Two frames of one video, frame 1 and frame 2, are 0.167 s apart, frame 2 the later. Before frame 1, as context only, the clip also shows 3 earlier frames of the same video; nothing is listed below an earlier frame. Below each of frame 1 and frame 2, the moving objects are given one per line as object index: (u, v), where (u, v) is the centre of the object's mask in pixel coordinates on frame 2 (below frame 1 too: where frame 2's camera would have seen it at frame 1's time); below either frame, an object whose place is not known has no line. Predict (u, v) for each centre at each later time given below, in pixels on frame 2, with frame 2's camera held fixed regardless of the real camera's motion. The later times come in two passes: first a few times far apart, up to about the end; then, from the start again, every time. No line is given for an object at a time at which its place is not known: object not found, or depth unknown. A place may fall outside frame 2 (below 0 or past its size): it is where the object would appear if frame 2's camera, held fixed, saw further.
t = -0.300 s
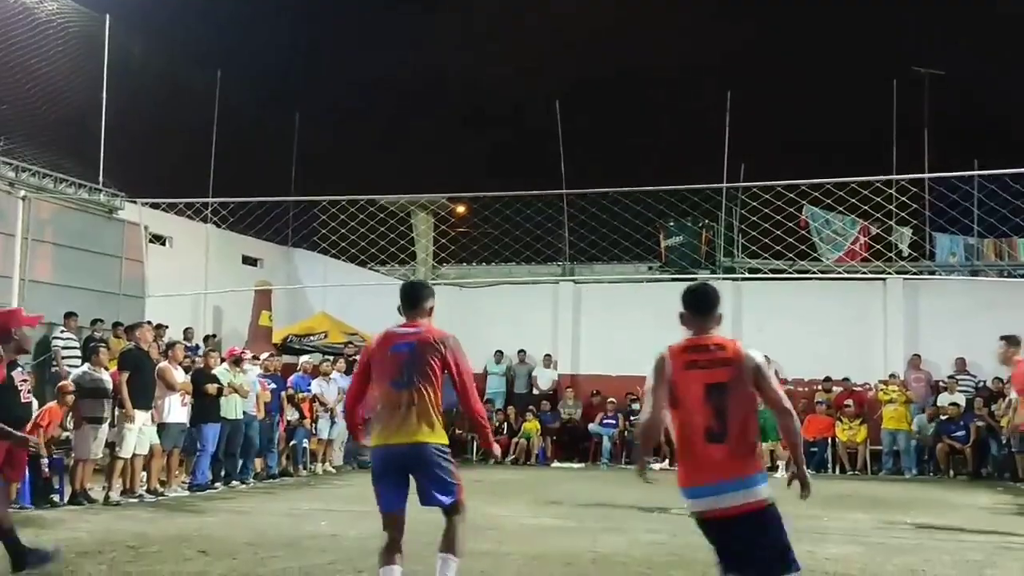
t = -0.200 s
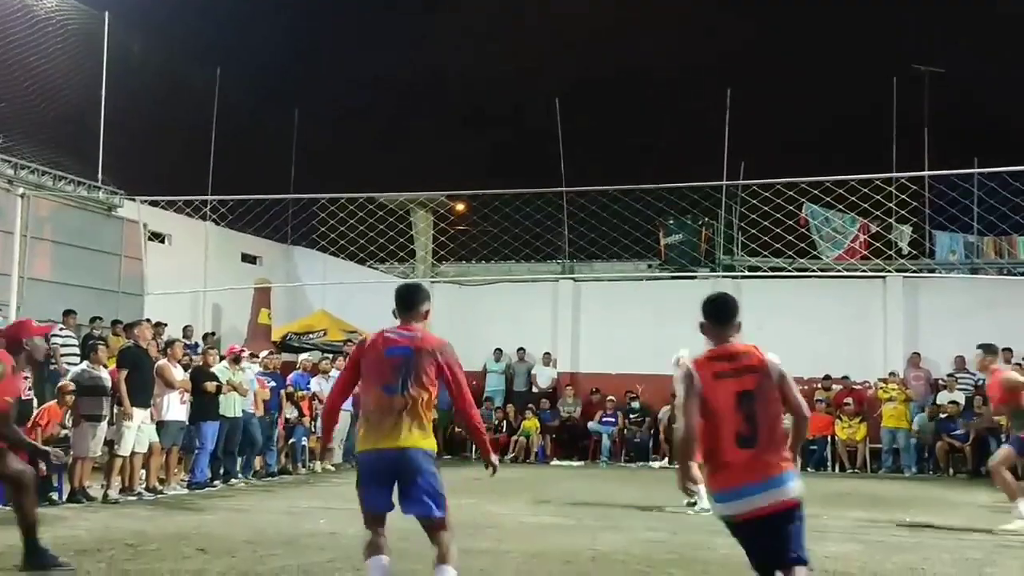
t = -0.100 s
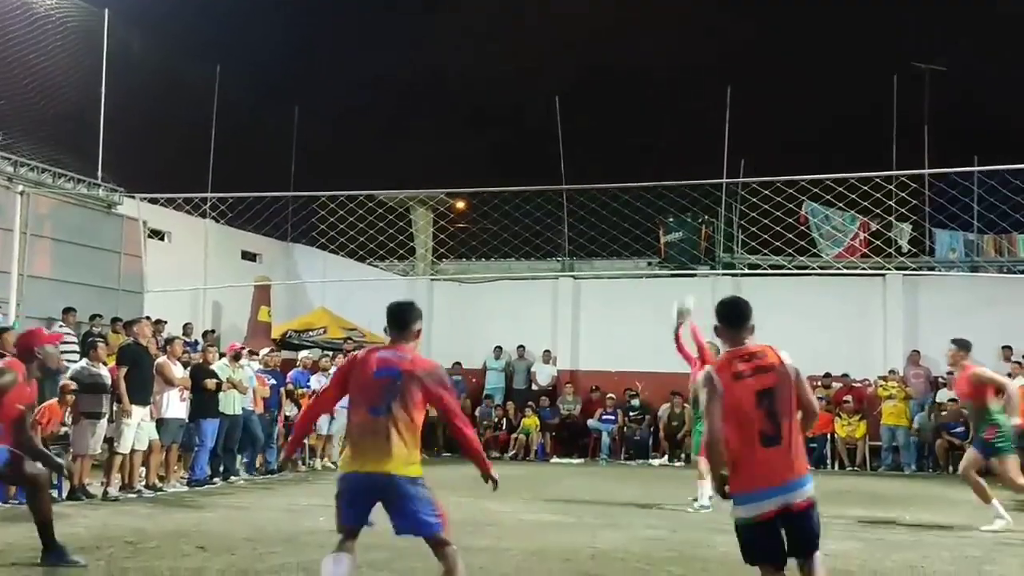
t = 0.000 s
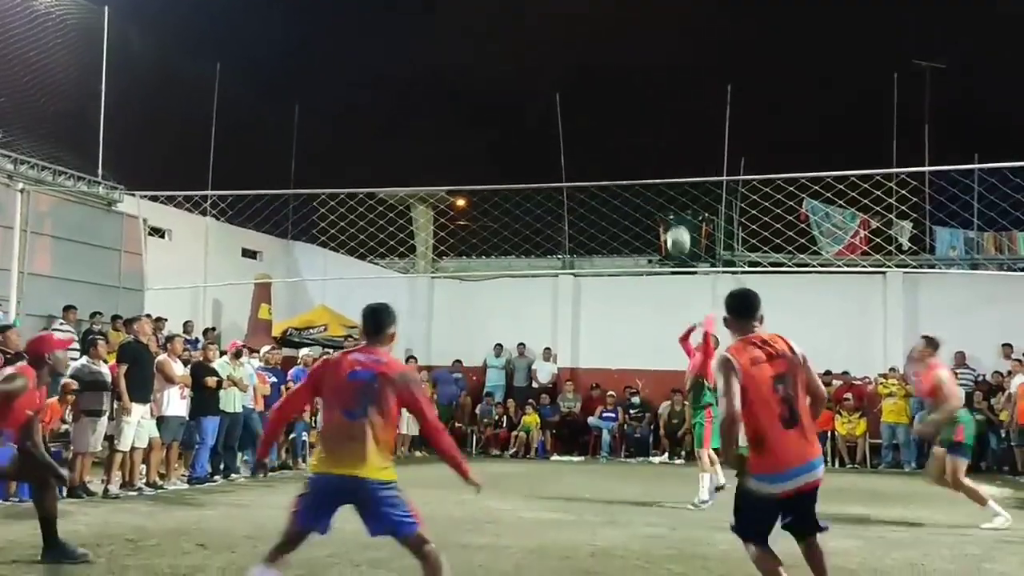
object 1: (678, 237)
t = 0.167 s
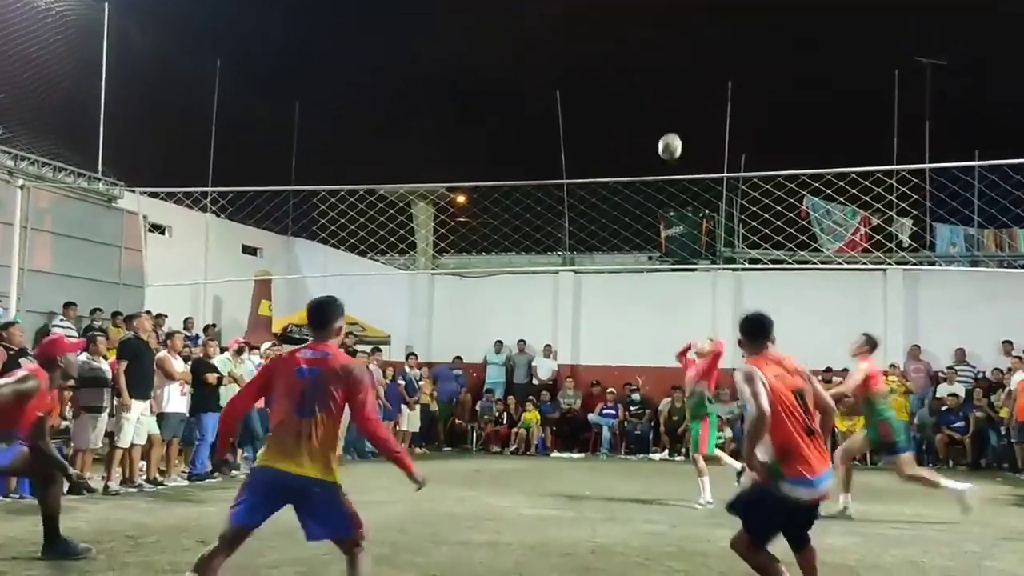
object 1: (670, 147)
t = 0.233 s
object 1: (666, 118)
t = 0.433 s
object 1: (655, 58)
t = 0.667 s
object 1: (640, 38)
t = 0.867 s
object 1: (626, 64)
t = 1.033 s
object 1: (614, 119)
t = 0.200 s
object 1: (668, 132)
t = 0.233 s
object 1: (666, 118)
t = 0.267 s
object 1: (664, 105)
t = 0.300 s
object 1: (662, 94)
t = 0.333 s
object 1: (660, 83)
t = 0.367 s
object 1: (659, 74)
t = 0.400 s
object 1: (657, 65)
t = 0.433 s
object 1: (655, 58)
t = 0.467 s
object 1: (653, 52)
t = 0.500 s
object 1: (650, 47)
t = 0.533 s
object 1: (648, 43)
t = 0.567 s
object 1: (646, 40)
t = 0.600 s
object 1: (644, 38)
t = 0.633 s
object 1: (642, 38)
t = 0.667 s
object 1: (640, 38)
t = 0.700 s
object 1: (638, 40)
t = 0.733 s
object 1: (635, 42)
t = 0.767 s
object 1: (633, 46)
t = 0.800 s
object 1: (631, 51)
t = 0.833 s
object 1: (629, 57)
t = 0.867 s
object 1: (626, 64)
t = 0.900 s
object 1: (624, 73)
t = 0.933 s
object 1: (621, 83)
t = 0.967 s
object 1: (619, 94)
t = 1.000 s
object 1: (616, 106)
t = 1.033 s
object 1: (614, 119)
